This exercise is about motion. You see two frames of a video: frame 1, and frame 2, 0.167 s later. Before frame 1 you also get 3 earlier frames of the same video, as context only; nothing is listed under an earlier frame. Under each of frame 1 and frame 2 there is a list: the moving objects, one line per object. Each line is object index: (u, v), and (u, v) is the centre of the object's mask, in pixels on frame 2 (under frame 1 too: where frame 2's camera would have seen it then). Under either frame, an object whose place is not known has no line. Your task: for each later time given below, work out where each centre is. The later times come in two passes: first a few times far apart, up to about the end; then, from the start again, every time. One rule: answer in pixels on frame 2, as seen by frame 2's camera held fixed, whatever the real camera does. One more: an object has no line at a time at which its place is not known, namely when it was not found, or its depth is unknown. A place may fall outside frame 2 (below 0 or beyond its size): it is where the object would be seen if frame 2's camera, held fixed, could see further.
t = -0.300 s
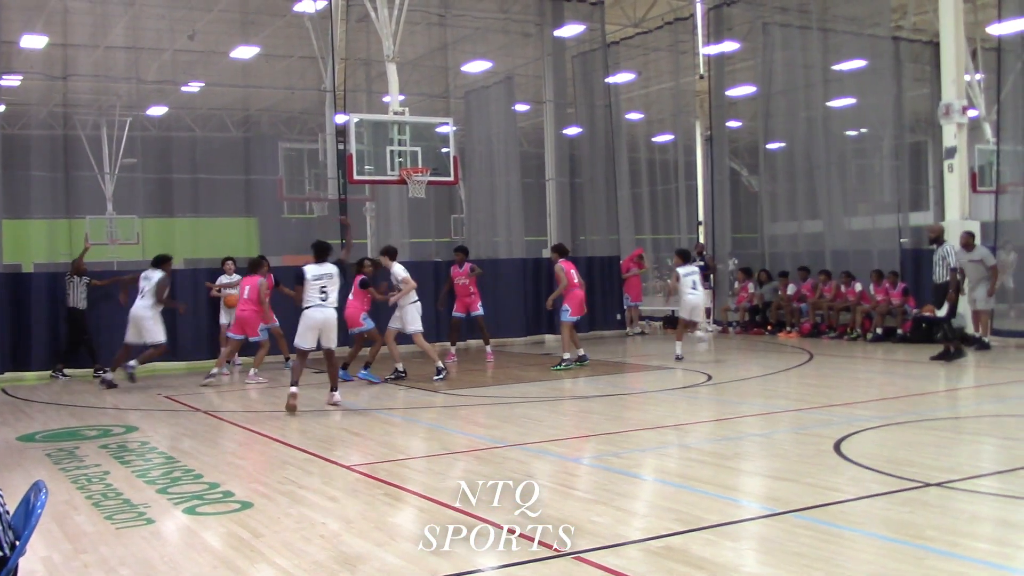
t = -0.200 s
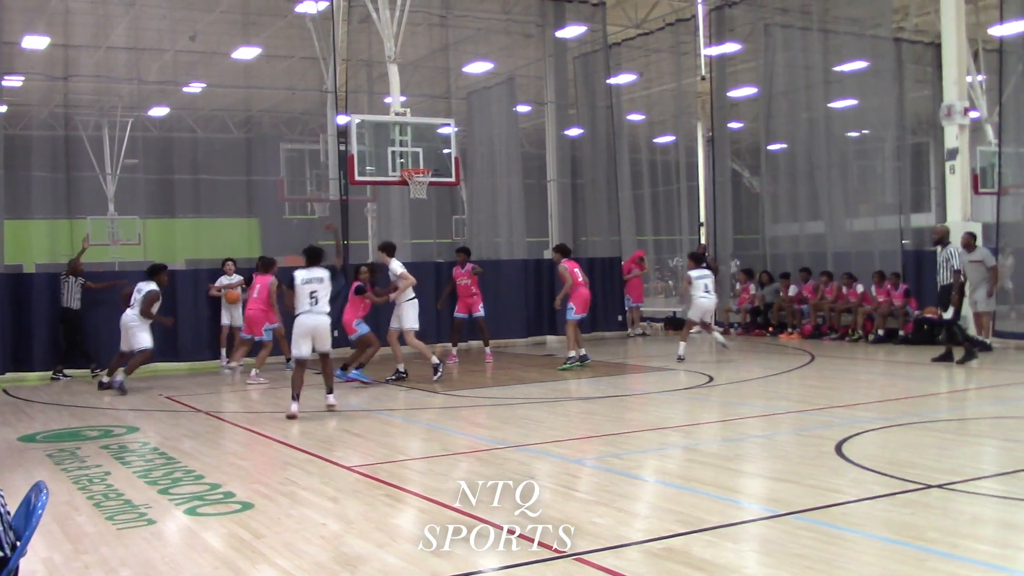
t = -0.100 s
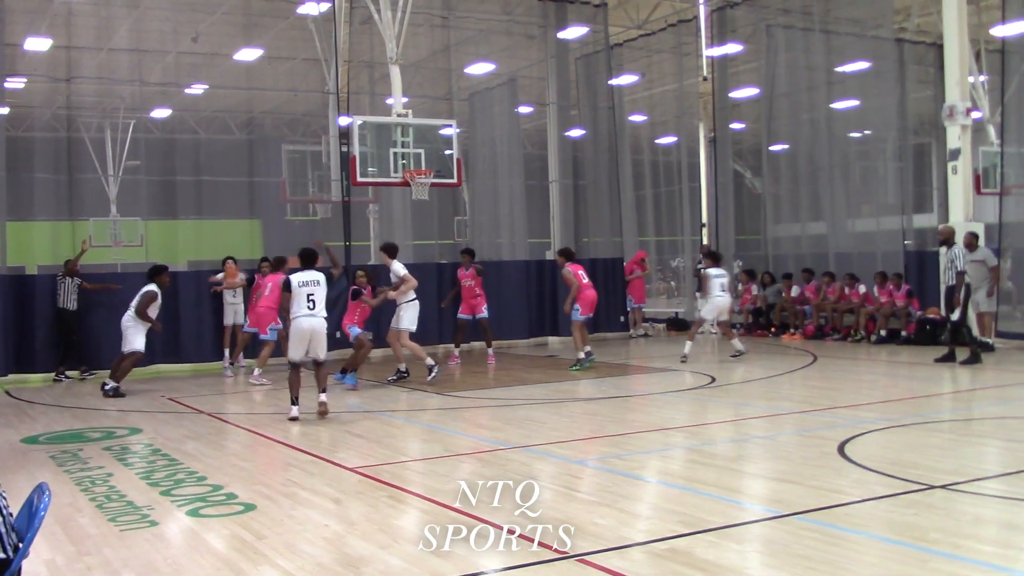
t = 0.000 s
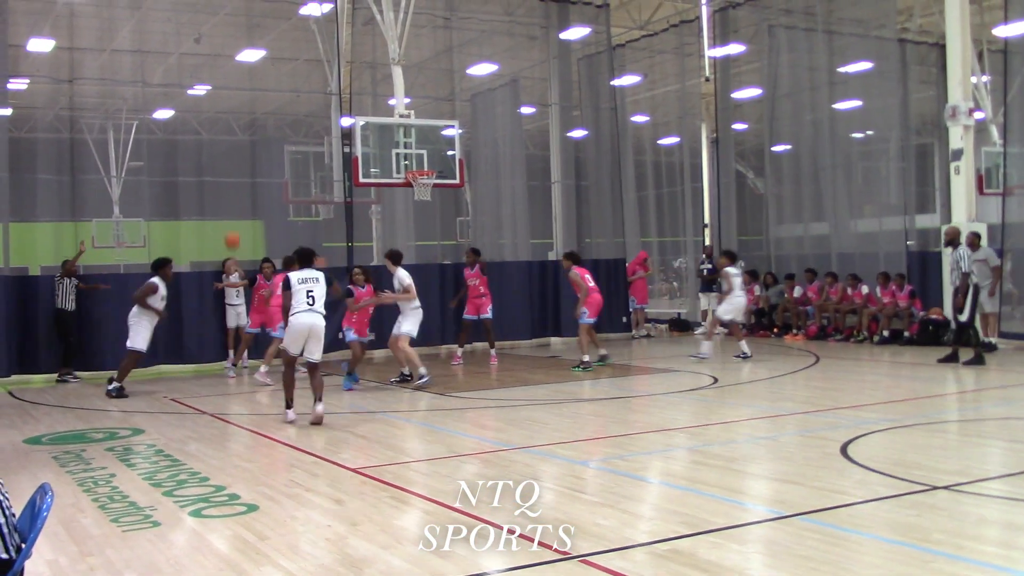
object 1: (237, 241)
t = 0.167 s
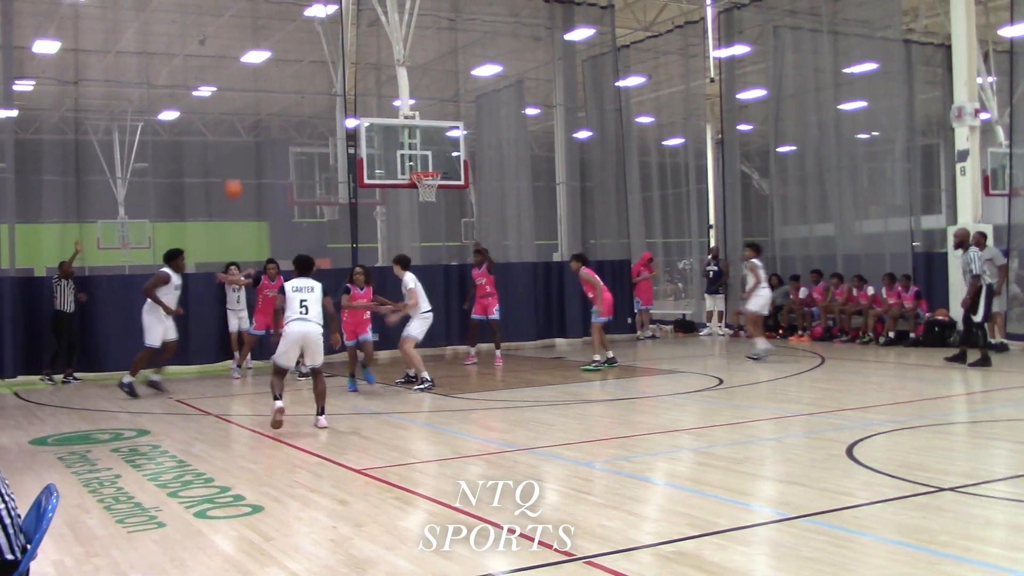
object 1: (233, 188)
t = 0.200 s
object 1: (233, 180)
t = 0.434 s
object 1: (228, 131)
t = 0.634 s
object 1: (223, 116)
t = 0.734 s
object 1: (219, 120)
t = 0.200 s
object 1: (233, 180)
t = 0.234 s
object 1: (232, 171)
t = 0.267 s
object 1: (231, 163)
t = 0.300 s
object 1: (230, 155)
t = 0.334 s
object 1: (229, 148)
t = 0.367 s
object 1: (229, 142)
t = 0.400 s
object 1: (228, 136)
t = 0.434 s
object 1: (228, 131)
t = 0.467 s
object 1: (226, 127)
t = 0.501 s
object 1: (226, 123)
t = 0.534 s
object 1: (225, 120)
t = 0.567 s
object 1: (224, 118)
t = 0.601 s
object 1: (223, 117)
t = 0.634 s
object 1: (223, 116)
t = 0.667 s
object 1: (222, 116)
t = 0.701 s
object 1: (220, 117)
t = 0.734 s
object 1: (219, 120)
